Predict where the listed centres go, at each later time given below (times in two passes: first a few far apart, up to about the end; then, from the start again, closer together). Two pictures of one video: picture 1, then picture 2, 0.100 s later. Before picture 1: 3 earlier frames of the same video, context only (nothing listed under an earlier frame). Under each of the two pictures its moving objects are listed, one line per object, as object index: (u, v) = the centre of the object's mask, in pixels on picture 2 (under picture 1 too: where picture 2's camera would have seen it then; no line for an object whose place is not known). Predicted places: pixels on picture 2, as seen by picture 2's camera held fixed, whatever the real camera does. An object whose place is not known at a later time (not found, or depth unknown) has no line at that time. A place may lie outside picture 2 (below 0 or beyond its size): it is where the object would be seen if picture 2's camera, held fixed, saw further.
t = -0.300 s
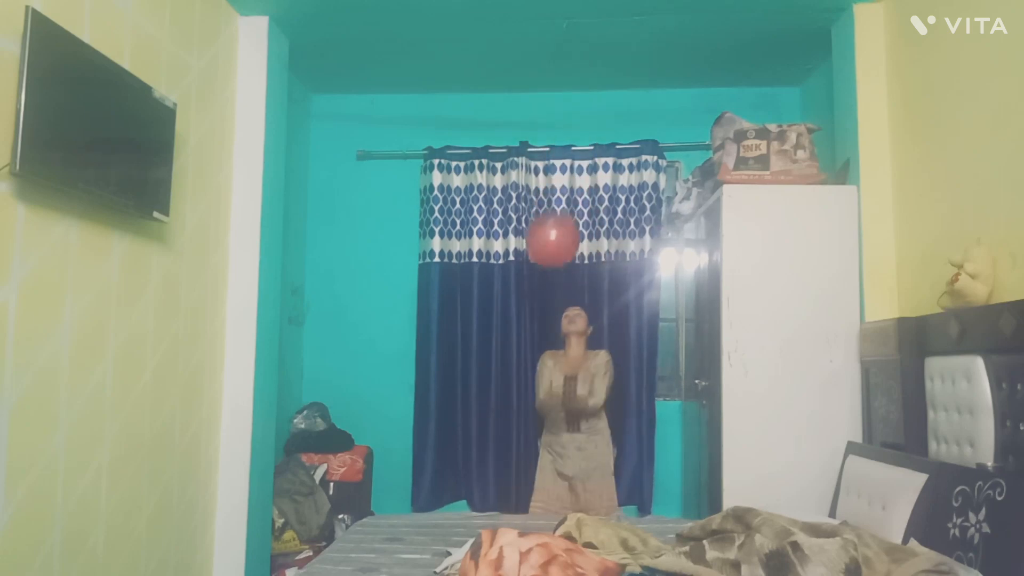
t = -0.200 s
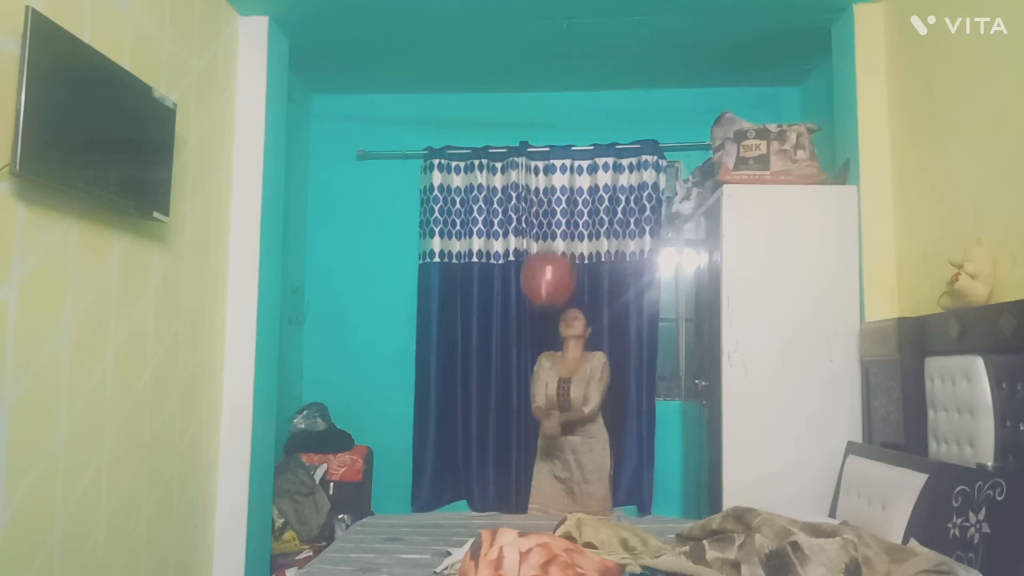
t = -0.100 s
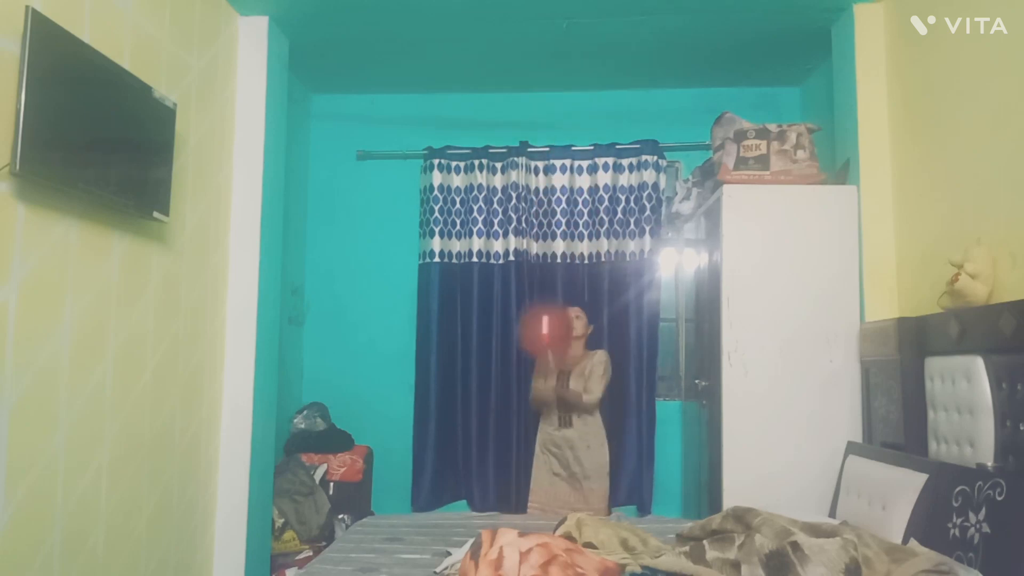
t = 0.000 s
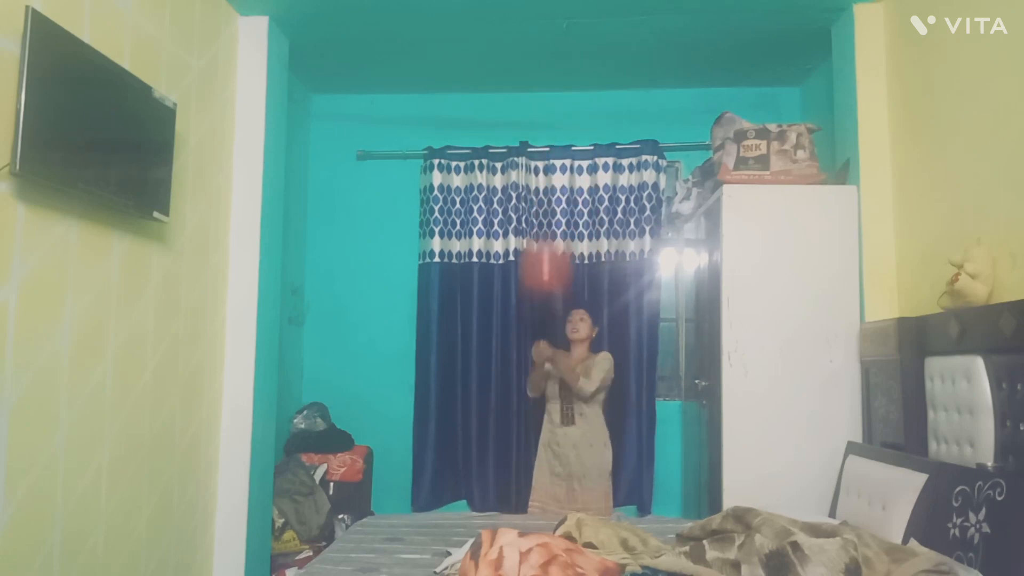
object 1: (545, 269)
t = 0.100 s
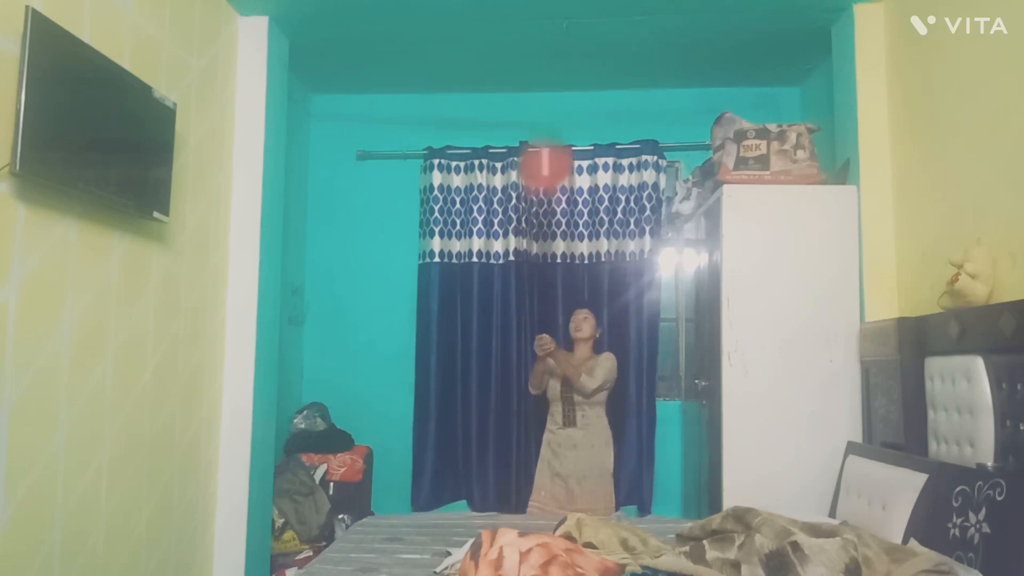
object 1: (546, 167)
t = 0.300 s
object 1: (533, 30)
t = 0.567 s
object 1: (513, 26)
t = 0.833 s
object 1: (498, 160)
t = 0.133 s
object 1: (545, 137)
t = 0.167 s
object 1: (543, 110)
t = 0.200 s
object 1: (540, 87)
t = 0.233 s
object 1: (538, 65)
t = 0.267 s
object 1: (535, 47)
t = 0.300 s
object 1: (533, 30)
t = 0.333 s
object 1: (529, 22)
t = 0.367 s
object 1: (526, 16)
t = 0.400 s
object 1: (523, 12)
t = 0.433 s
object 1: (520, 12)
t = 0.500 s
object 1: (516, 17)
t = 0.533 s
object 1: (514, 21)
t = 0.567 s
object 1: (513, 26)
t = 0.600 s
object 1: (511, 34)
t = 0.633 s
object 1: (510, 48)
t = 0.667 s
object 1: (508, 62)
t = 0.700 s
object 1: (506, 79)
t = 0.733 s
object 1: (504, 97)
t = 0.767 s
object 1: (503, 116)
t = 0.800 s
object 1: (500, 138)
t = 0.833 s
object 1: (498, 160)
